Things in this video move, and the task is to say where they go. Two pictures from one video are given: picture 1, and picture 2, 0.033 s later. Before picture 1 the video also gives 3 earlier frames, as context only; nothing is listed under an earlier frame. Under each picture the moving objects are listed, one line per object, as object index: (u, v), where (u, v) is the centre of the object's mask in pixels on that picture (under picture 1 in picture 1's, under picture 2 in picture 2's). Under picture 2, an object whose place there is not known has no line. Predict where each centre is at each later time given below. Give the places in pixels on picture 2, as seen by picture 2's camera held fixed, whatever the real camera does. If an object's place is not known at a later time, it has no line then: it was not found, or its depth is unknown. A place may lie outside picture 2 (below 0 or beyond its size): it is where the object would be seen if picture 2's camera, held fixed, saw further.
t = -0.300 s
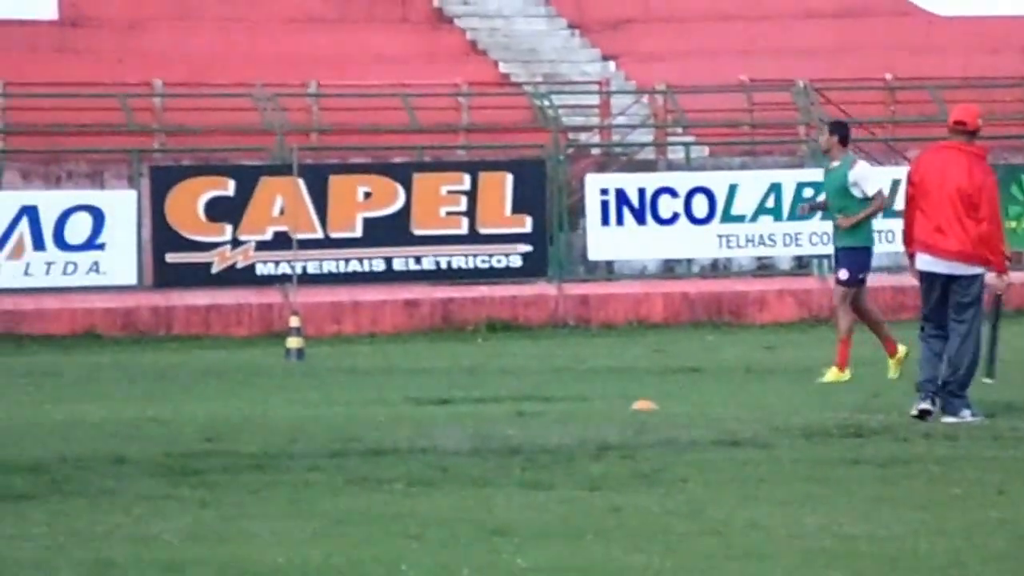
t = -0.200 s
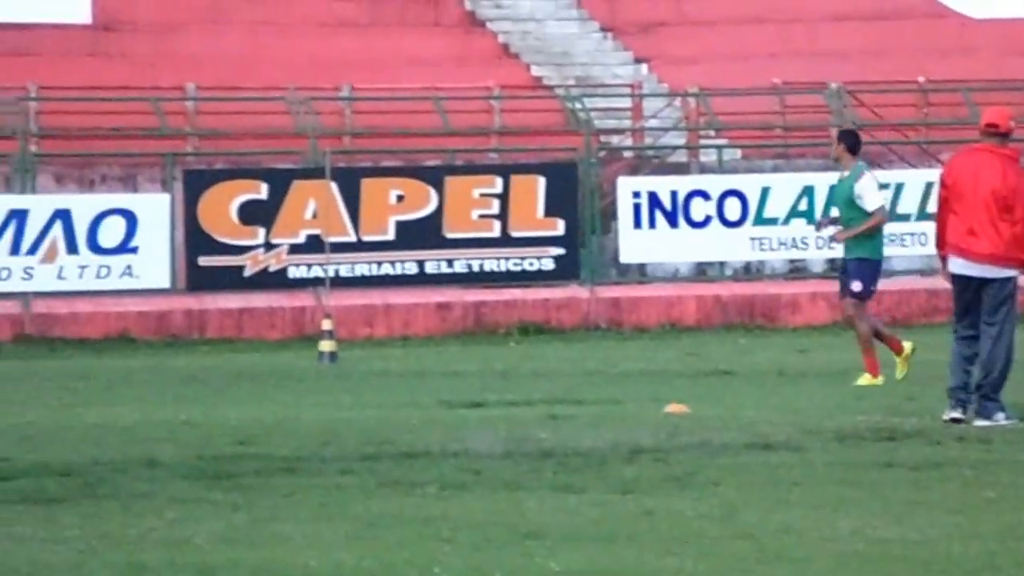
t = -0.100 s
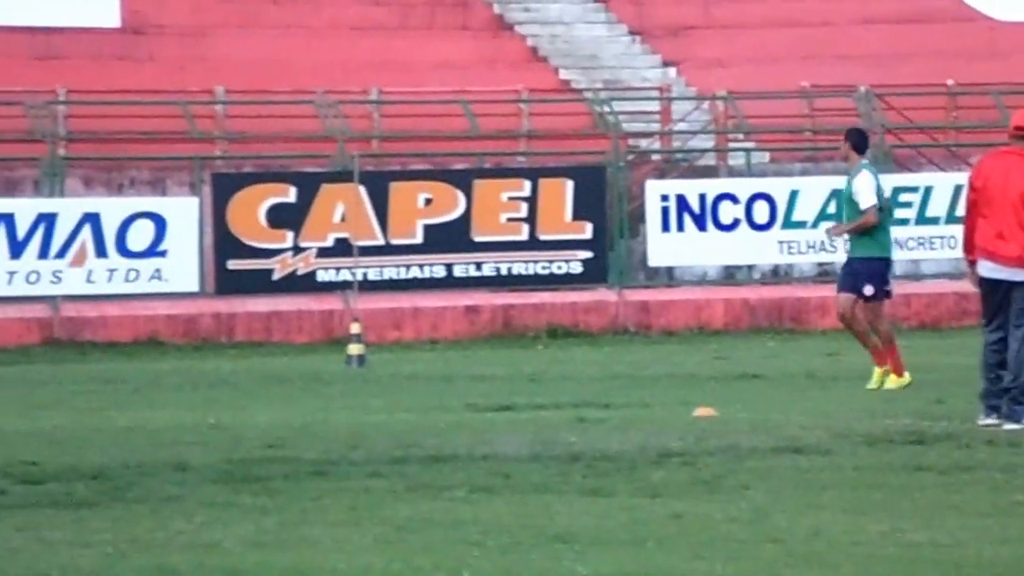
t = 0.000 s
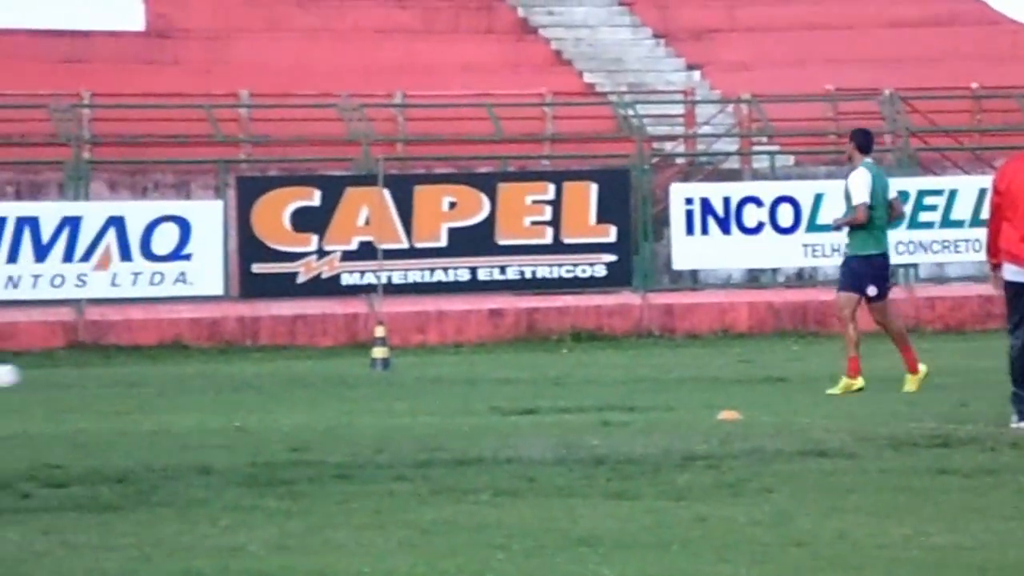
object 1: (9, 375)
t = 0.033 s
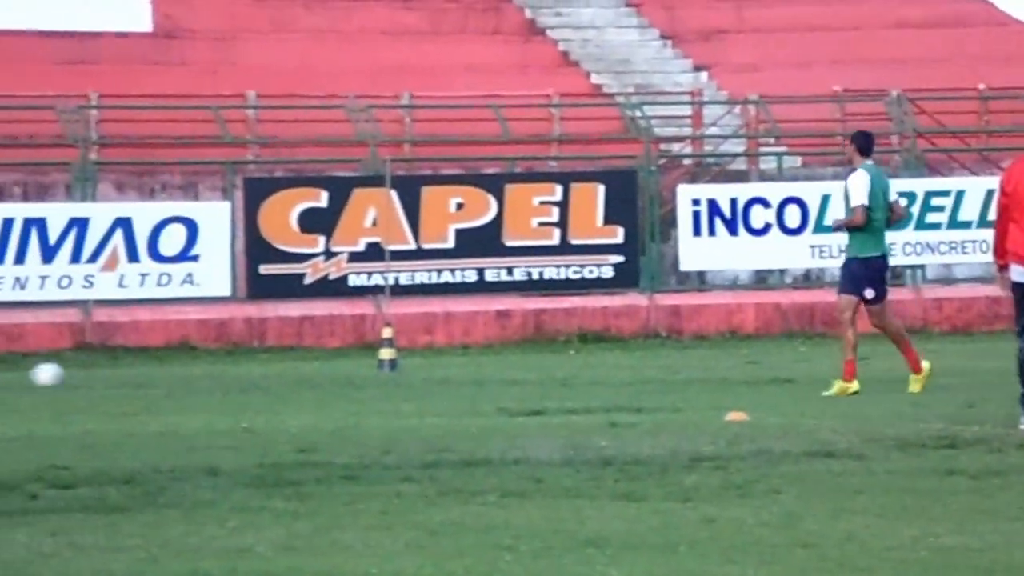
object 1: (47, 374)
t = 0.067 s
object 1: (81, 373)
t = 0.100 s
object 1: (116, 372)
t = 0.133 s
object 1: (150, 372)
